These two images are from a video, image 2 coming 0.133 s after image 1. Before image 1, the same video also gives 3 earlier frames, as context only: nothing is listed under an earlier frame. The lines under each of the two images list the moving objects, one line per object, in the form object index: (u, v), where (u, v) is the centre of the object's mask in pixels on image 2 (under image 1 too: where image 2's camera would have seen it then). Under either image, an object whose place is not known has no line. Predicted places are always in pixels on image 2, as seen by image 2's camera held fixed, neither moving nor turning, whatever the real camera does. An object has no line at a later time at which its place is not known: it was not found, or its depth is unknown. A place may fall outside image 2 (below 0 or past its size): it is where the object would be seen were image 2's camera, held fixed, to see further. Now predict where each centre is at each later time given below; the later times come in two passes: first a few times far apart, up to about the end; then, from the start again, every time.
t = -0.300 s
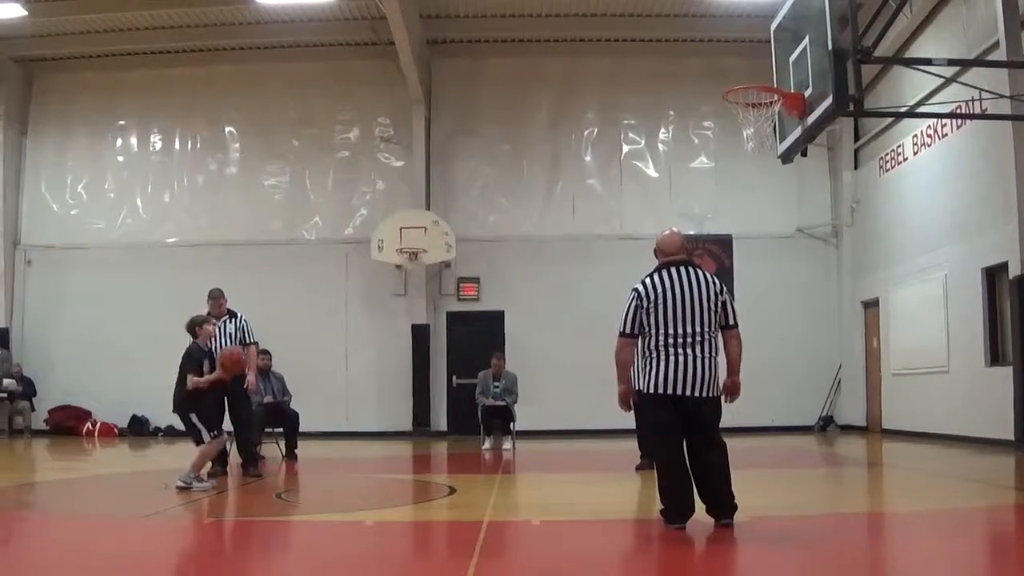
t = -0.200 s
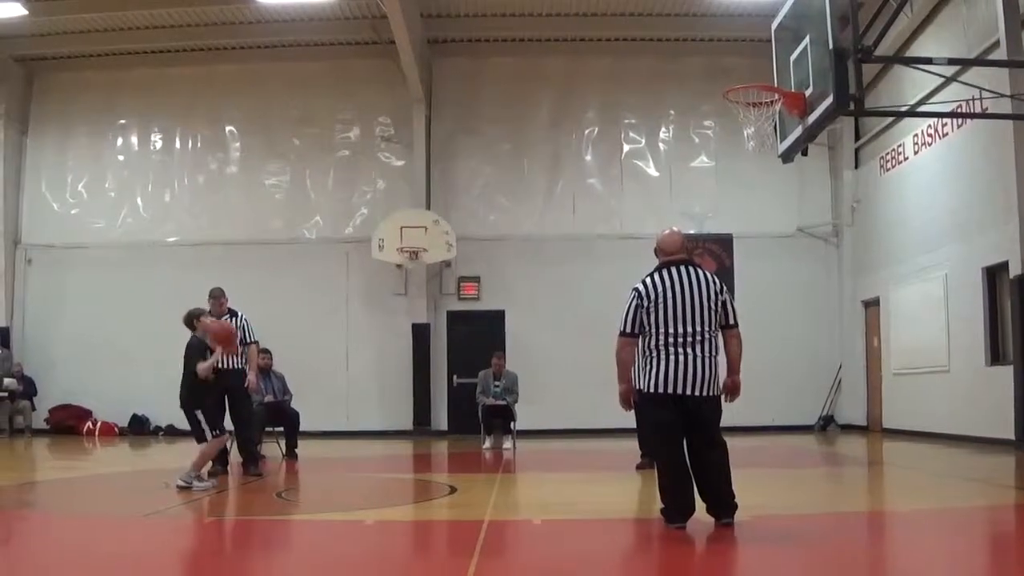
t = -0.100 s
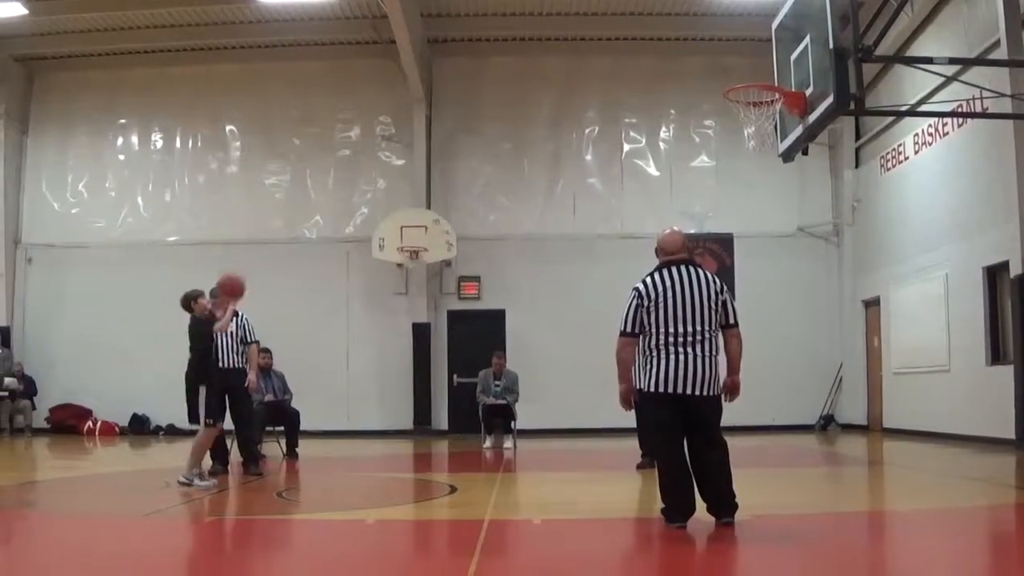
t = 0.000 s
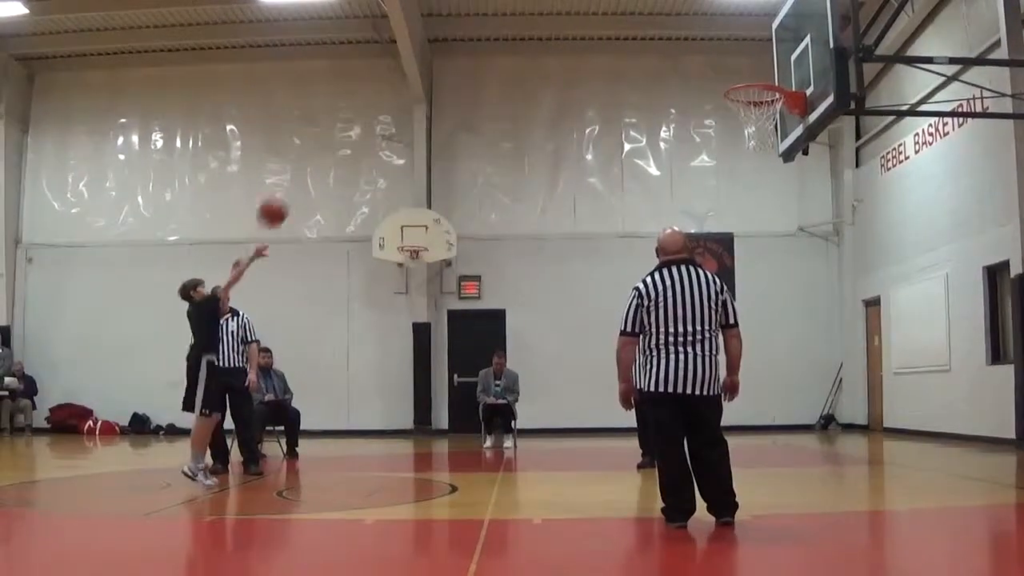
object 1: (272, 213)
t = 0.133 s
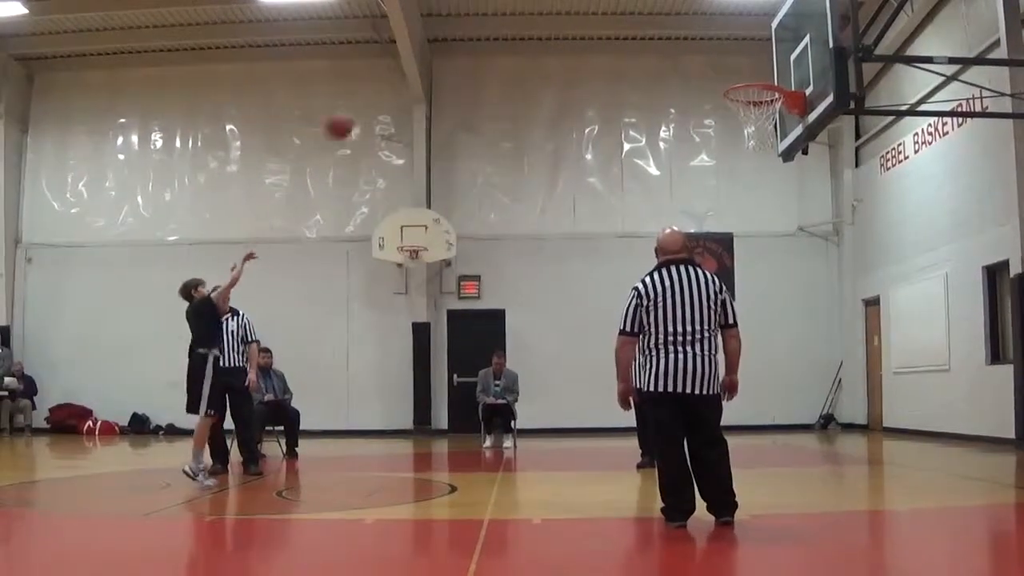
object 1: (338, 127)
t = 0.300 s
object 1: (420, 48)
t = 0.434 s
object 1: (479, 12)
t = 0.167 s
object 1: (355, 110)
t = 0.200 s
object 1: (371, 90)
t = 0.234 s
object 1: (386, 74)
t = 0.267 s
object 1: (402, 61)
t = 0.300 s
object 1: (420, 48)
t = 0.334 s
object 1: (436, 37)
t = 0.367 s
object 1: (450, 27)
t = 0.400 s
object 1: (466, 18)
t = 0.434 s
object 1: (479, 12)
